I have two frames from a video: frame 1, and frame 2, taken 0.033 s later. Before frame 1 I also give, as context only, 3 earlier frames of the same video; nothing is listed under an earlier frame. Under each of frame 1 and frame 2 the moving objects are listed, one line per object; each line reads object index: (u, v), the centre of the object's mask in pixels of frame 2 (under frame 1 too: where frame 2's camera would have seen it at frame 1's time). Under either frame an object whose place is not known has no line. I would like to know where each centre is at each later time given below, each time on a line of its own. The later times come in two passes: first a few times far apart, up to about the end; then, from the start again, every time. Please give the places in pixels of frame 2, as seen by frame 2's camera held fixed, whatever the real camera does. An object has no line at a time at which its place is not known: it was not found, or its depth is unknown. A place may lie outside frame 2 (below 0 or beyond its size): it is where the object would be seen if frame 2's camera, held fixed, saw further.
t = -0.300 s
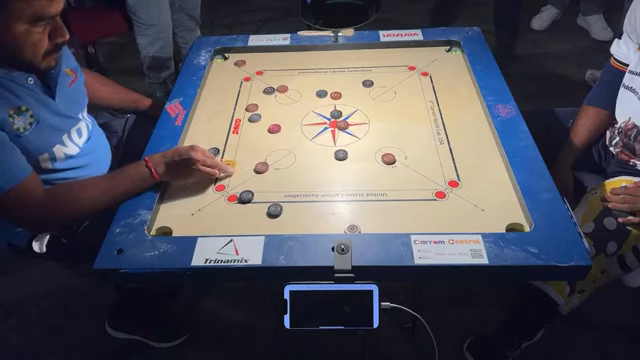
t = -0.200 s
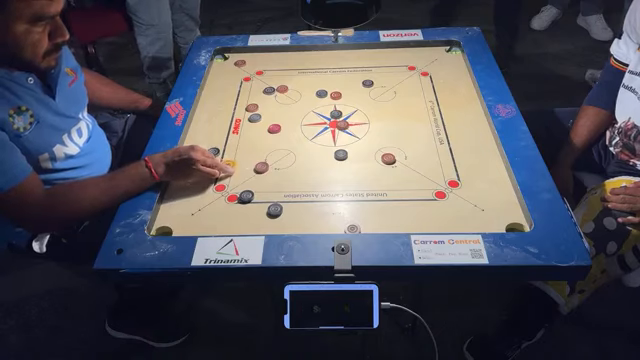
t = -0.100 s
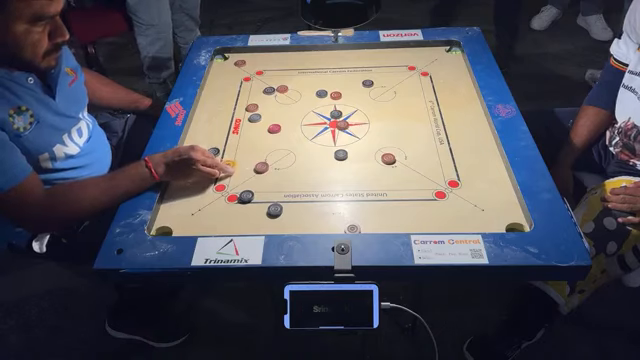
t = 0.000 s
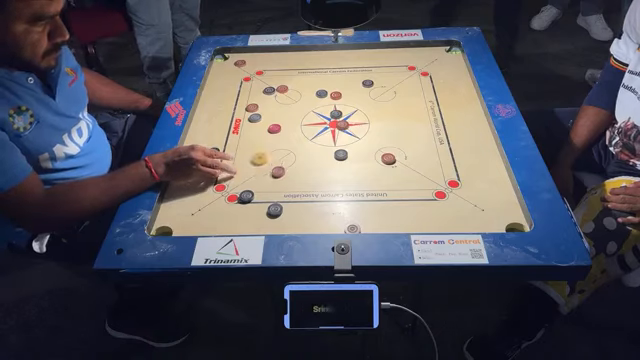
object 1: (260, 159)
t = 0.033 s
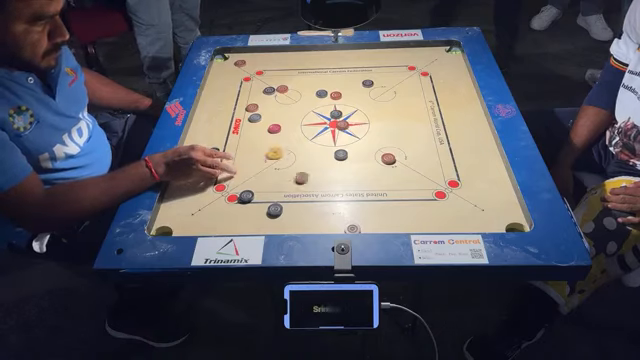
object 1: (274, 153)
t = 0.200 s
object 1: (335, 131)
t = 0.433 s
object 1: (358, 125)
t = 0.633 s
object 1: (360, 124)
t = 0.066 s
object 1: (288, 148)
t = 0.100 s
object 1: (301, 143)
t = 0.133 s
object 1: (313, 138)
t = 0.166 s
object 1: (326, 134)
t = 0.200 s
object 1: (335, 131)
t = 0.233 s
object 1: (339, 130)
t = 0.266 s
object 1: (343, 129)
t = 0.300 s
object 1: (347, 128)
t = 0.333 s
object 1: (351, 126)
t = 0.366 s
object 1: (354, 126)
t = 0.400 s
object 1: (356, 125)
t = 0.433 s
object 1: (358, 125)
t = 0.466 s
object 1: (359, 124)
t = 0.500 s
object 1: (360, 124)
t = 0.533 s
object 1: (361, 124)
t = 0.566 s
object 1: (360, 124)
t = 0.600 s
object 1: (360, 124)
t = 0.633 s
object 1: (360, 124)
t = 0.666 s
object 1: (360, 124)
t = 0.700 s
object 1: (360, 124)
